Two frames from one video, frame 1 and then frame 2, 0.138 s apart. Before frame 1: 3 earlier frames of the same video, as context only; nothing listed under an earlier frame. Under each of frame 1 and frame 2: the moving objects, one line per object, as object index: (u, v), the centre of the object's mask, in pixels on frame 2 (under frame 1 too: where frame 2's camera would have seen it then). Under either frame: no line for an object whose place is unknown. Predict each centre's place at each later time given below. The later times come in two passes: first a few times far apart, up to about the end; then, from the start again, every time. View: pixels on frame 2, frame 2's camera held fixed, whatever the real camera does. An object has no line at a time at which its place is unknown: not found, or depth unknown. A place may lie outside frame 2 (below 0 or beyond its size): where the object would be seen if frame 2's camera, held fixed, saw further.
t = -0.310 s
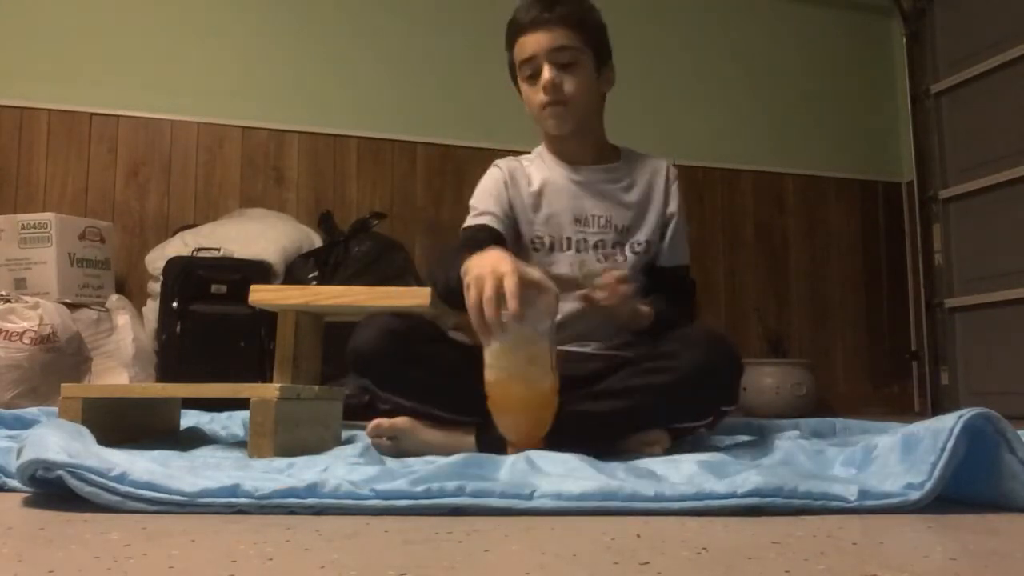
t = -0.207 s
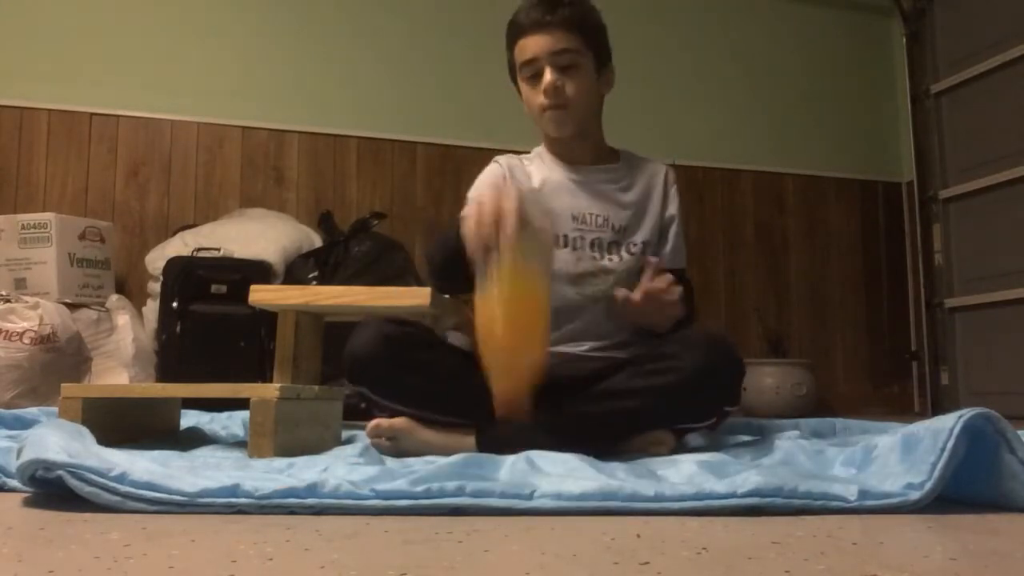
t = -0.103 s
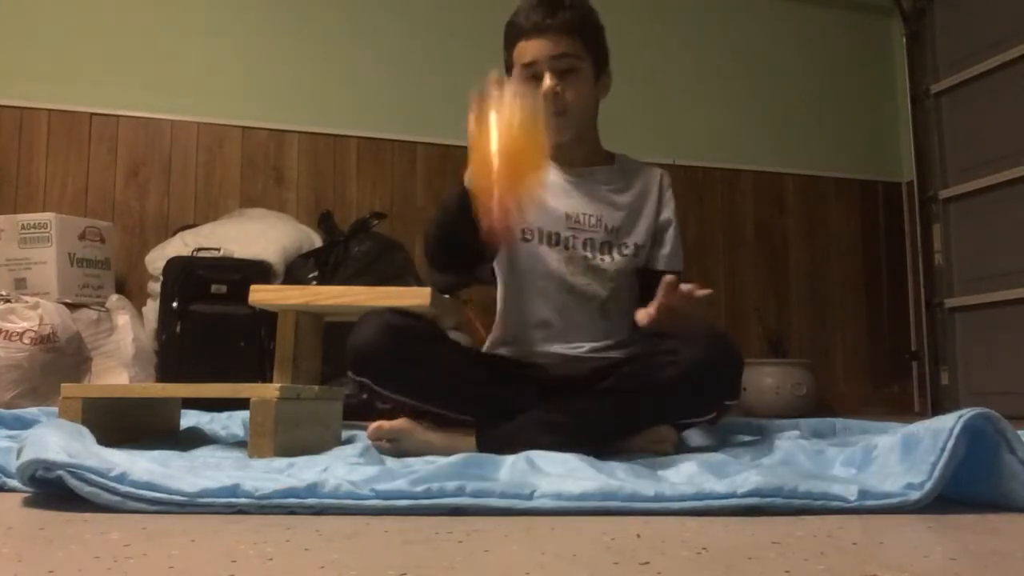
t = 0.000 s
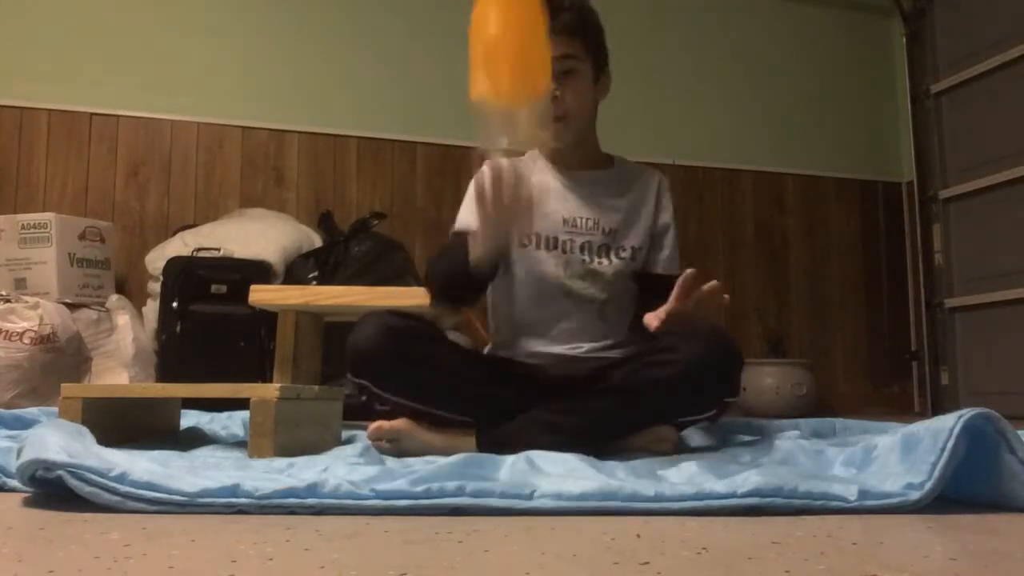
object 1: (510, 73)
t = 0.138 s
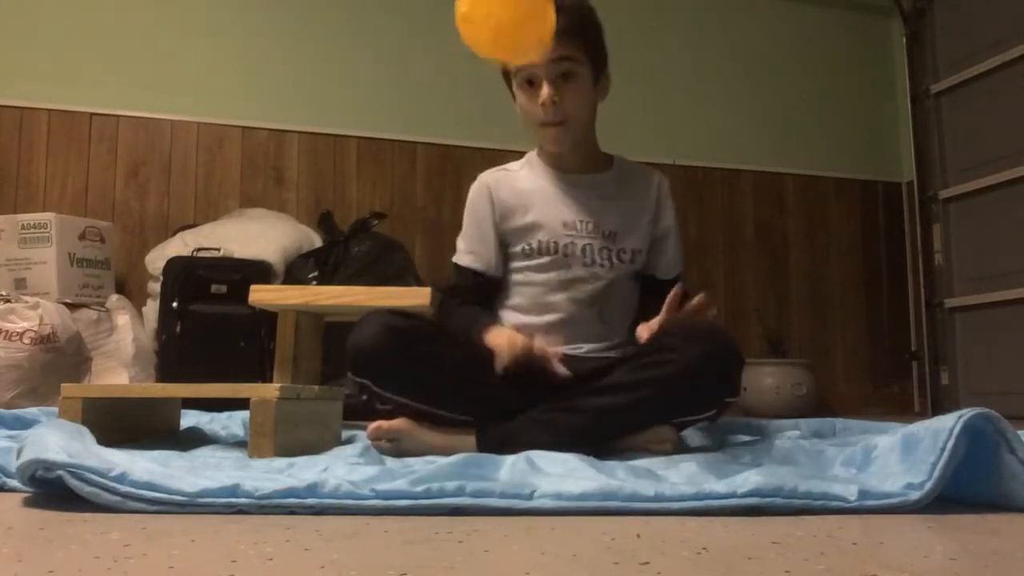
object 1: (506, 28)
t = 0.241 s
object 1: (510, 87)
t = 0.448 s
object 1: (518, 365)
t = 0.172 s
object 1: (509, 41)
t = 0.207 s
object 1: (510, 62)
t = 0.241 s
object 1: (510, 87)
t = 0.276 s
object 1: (513, 137)
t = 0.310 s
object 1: (516, 197)
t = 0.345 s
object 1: (516, 262)
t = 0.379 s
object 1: (519, 352)
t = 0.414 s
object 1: (518, 362)
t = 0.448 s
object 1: (518, 365)
